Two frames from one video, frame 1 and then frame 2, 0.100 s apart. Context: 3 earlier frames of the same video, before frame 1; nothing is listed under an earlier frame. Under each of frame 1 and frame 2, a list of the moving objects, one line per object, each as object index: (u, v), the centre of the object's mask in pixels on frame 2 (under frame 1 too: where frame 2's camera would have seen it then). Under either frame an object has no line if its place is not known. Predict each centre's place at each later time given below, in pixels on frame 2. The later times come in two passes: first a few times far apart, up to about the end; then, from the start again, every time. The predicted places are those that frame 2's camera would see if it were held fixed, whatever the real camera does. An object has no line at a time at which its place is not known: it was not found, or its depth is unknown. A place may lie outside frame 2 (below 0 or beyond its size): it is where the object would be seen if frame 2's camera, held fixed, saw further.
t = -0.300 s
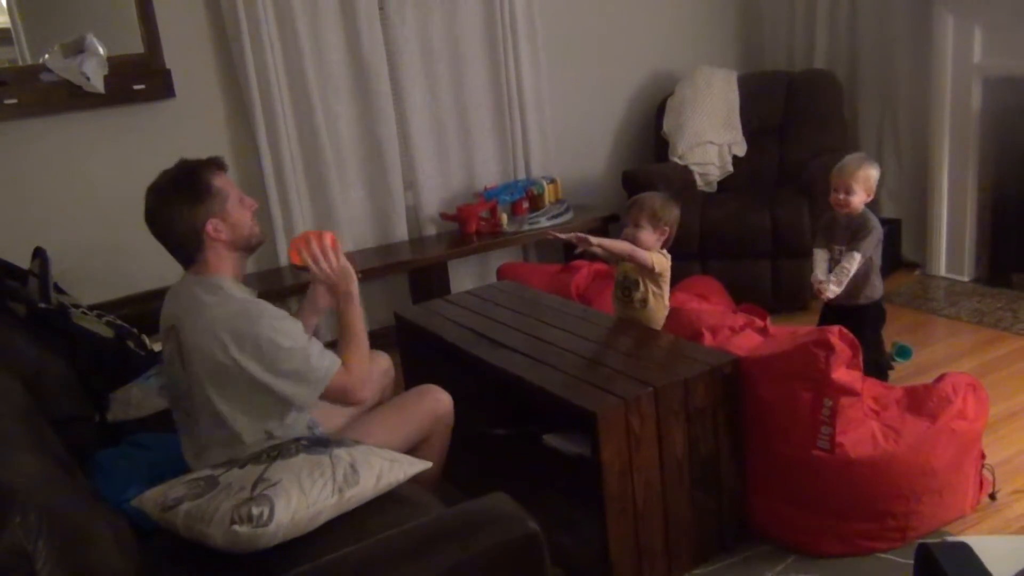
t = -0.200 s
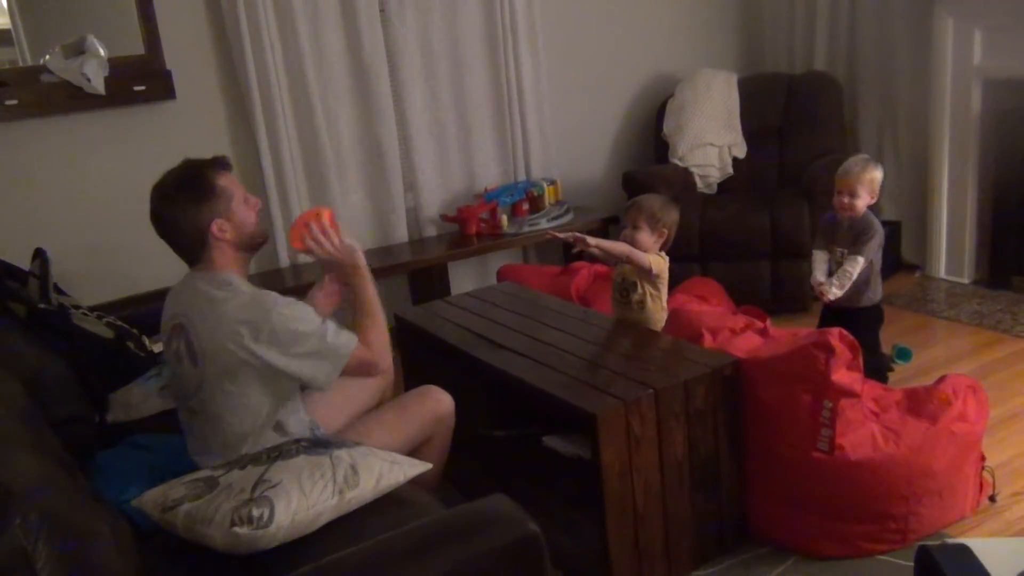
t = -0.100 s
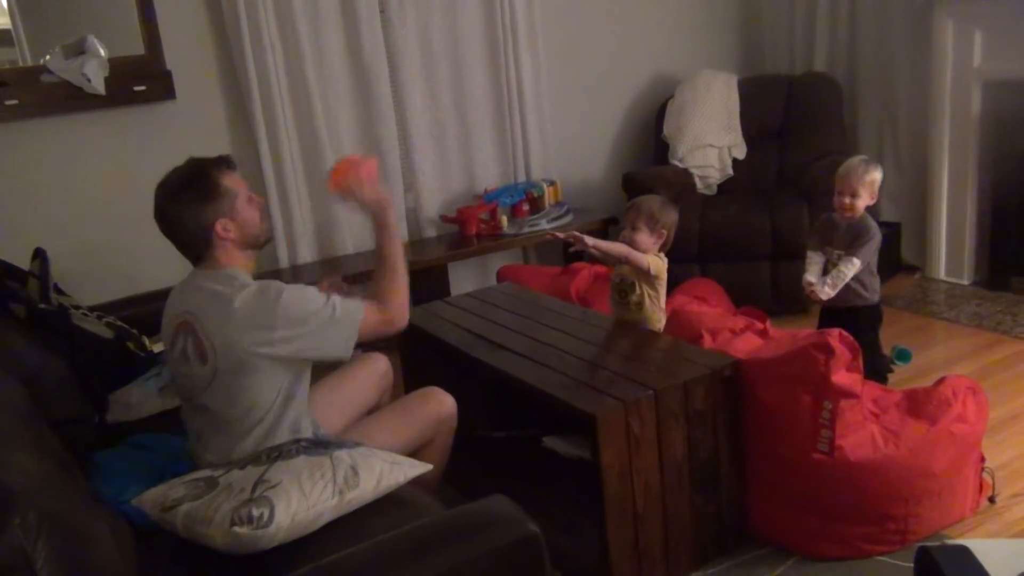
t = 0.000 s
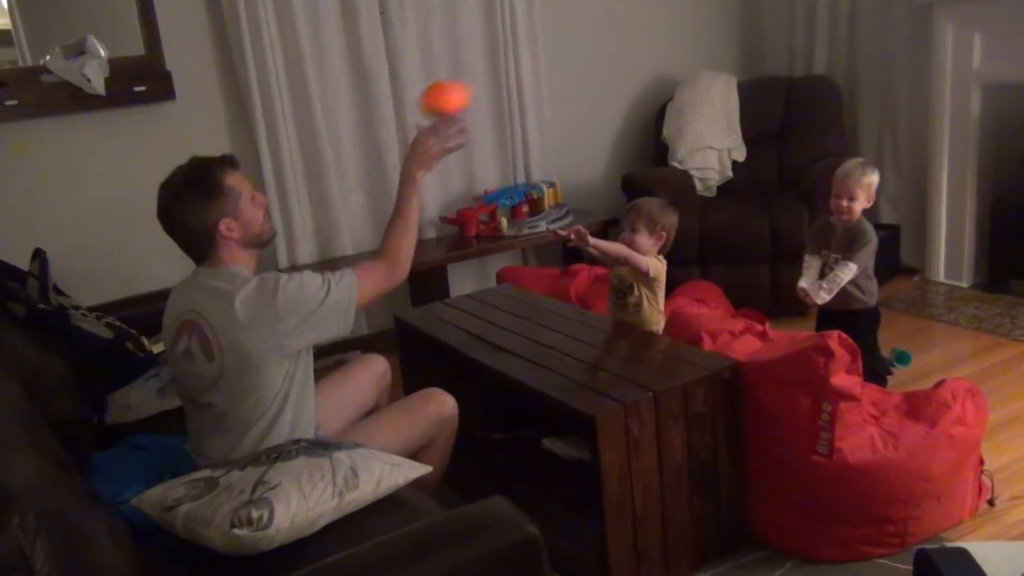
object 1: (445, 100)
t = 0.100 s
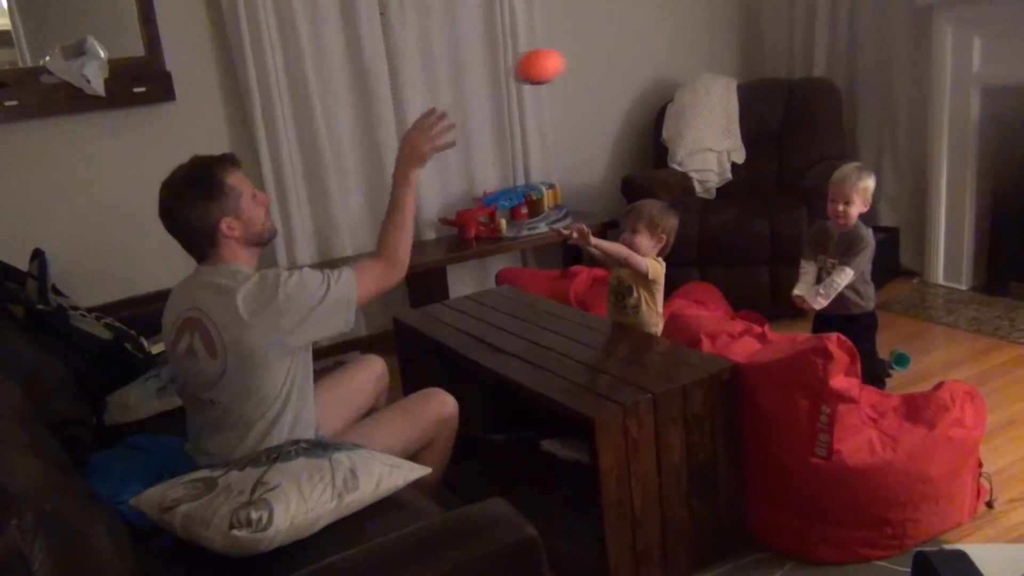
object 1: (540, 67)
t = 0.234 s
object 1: (654, 82)
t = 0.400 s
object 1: (775, 176)
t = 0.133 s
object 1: (570, 64)
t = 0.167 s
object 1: (599, 66)
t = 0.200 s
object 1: (626, 72)
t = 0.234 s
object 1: (654, 82)
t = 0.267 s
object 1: (681, 94)
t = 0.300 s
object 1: (706, 111)
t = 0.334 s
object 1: (731, 131)
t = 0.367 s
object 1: (754, 152)
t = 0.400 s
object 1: (775, 176)
